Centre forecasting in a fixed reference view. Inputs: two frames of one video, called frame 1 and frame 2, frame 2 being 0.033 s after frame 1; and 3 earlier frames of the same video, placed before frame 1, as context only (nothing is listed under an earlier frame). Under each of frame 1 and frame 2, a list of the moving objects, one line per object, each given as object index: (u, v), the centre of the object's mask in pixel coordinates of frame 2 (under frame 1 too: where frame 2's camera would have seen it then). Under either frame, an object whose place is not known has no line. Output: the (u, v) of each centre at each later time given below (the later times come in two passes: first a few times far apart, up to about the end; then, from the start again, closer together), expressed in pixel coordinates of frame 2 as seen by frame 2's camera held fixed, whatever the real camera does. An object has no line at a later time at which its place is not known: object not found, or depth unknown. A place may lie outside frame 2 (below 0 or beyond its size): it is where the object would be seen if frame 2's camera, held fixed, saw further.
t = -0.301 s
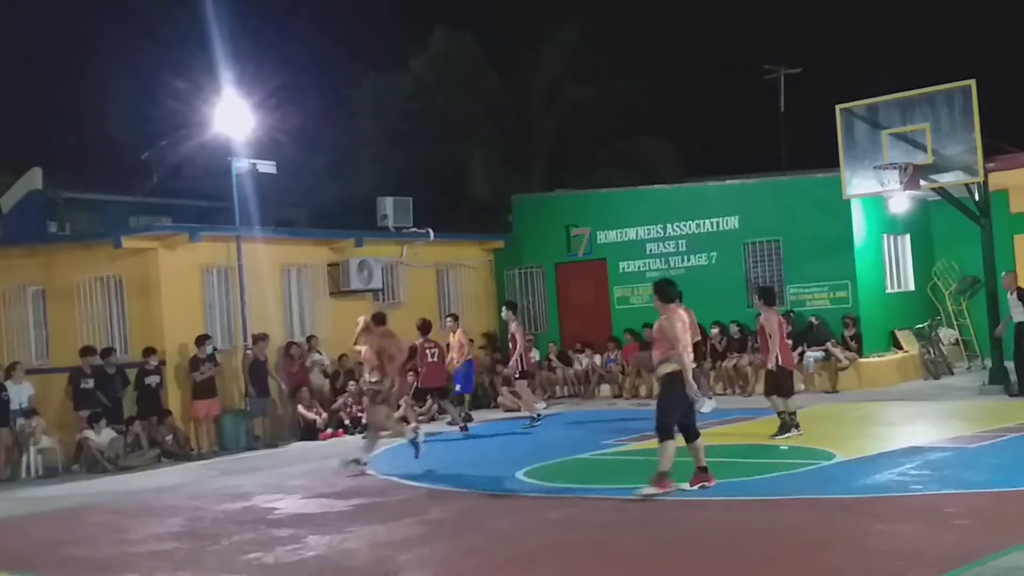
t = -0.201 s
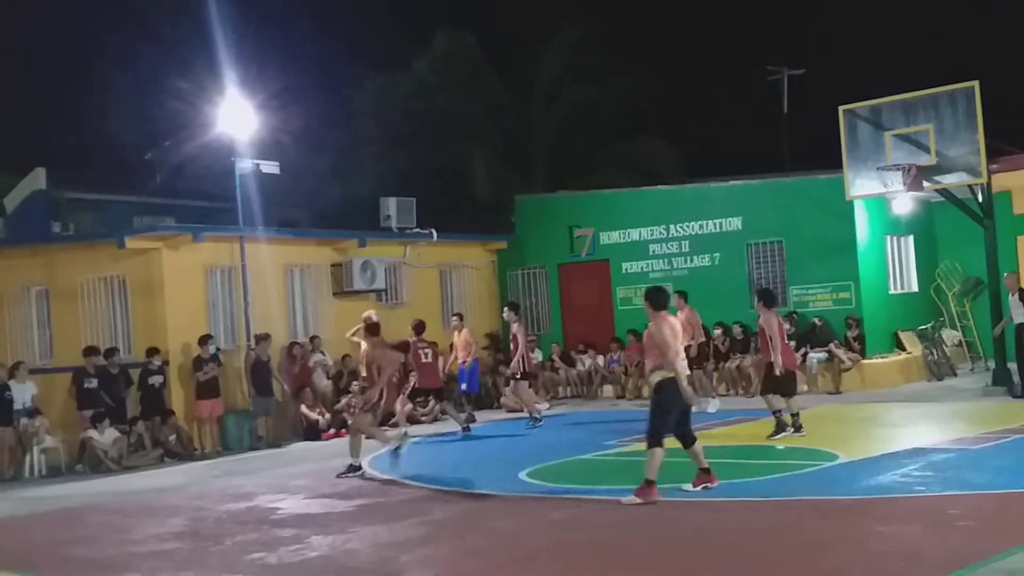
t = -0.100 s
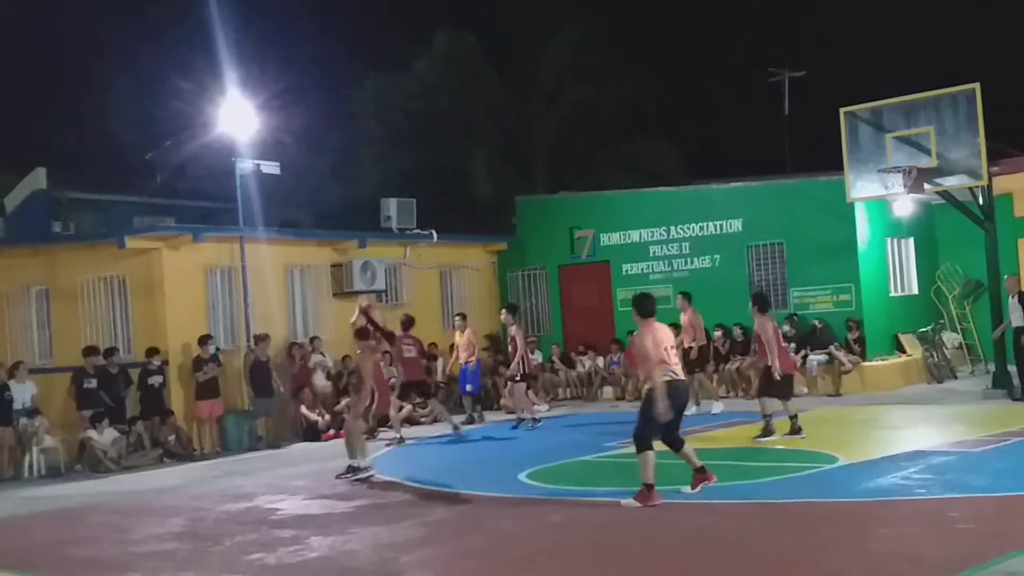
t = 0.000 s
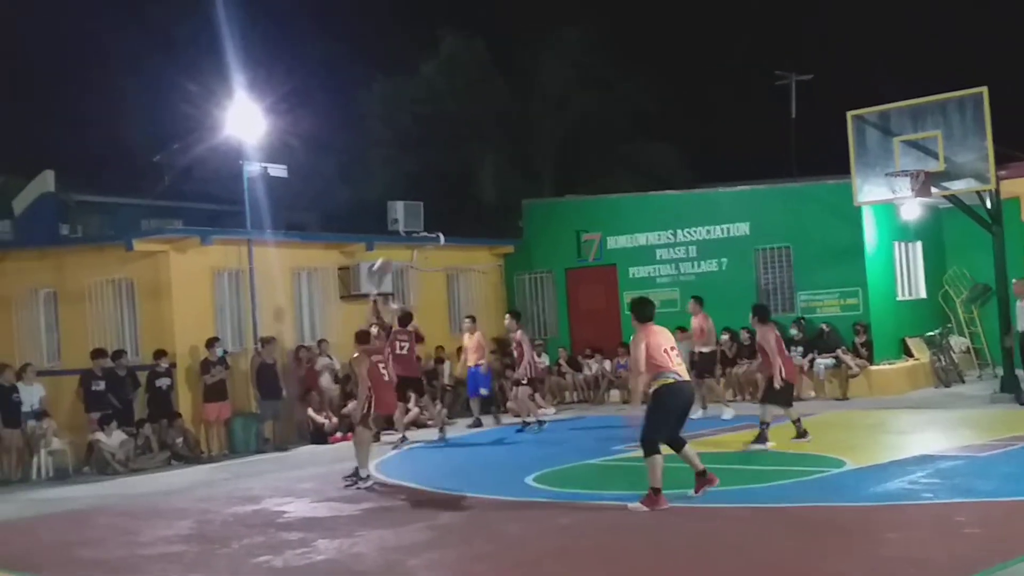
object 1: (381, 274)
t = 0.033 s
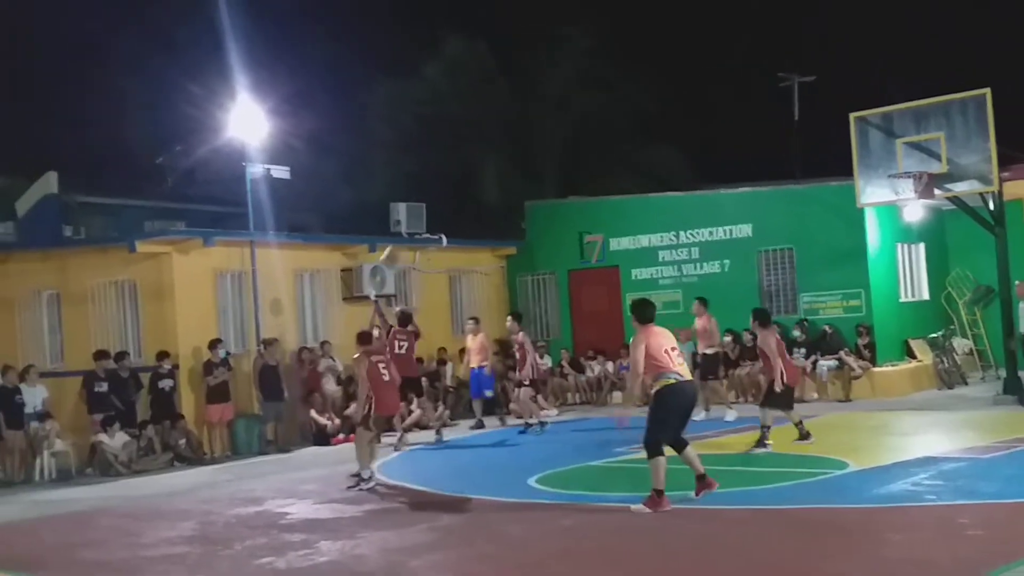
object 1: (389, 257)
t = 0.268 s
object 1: (440, 179)
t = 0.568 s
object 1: (527, 119)
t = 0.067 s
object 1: (397, 242)
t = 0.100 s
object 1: (402, 232)
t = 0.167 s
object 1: (418, 207)
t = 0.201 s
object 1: (425, 198)
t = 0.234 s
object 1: (432, 189)
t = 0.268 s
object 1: (440, 179)
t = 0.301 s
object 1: (449, 170)
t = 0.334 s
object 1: (457, 161)
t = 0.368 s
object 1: (465, 153)
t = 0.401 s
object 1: (474, 146)
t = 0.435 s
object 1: (485, 139)
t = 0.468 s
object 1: (495, 134)
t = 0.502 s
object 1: (504, 128)
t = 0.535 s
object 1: (516, 124)
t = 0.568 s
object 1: (527, 119)
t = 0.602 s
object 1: (539, 116)
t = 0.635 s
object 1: (551, 114)
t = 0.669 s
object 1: (564, 113)
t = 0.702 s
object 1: (578, 113)
